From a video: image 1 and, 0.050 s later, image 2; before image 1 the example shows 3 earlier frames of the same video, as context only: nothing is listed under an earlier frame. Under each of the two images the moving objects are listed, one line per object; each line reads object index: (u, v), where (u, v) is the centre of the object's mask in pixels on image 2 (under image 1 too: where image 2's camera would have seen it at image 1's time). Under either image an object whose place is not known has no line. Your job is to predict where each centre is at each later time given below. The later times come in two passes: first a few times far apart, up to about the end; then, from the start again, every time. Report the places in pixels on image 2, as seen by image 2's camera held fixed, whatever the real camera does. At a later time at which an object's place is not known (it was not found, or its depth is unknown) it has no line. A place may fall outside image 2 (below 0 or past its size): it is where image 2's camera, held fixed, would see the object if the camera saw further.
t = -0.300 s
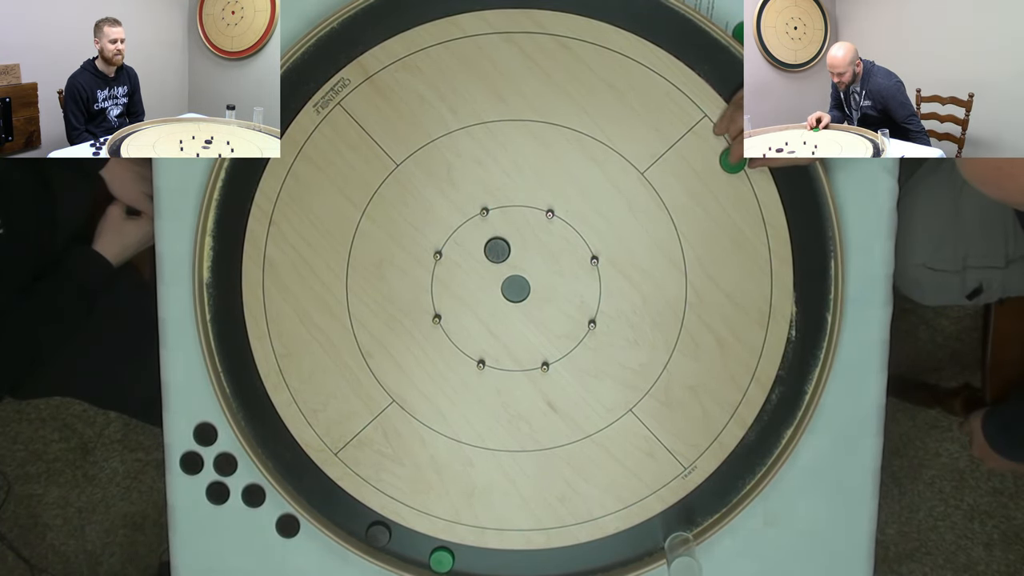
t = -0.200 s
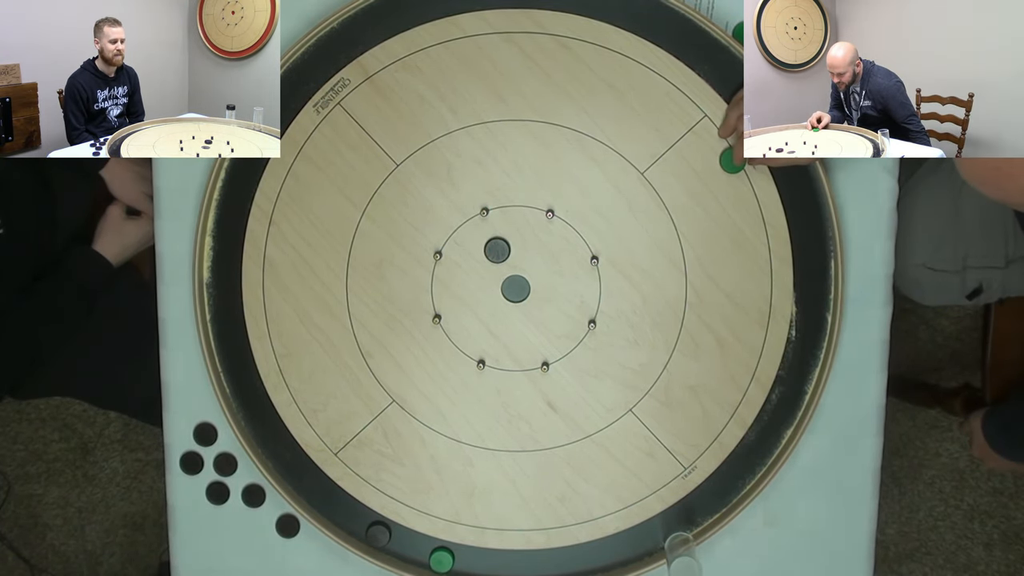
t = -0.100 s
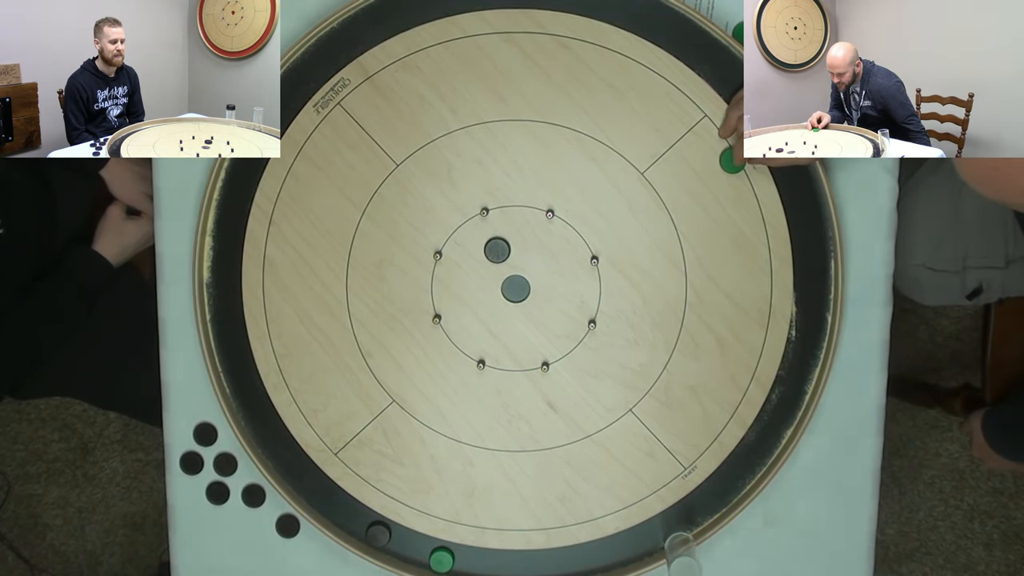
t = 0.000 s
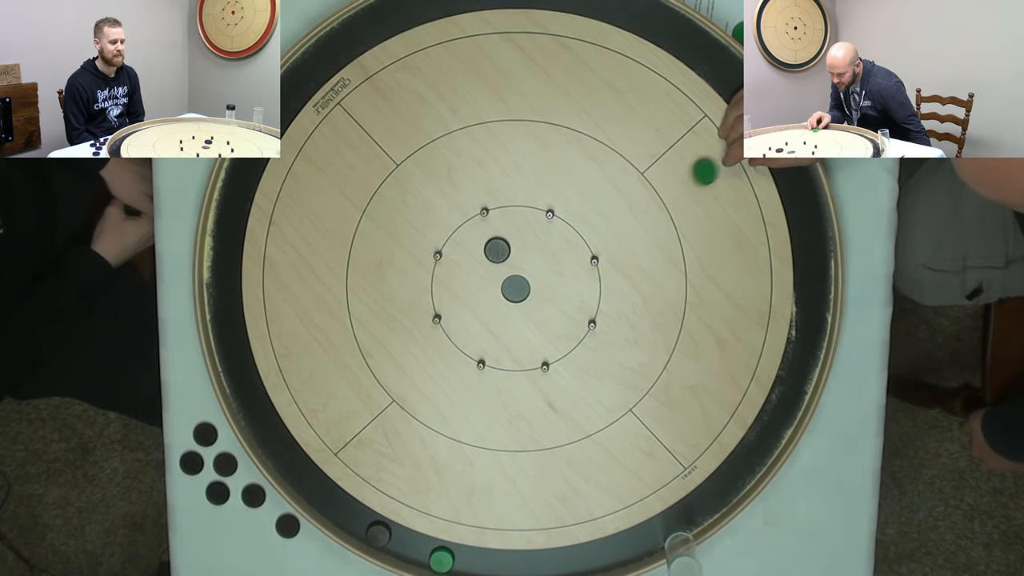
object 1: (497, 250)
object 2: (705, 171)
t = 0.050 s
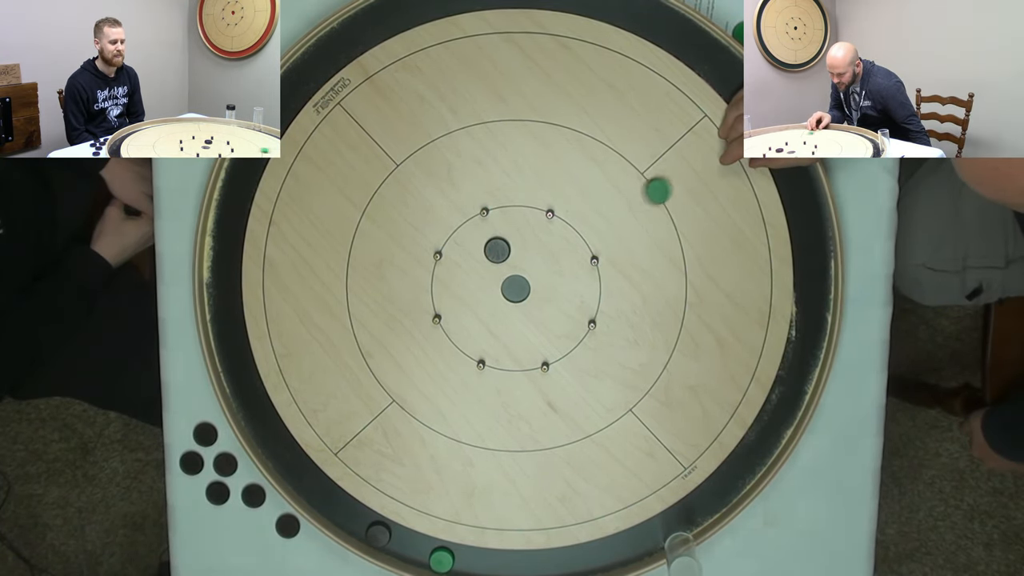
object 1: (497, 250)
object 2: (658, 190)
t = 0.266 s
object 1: (457, 269)
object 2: (517, 251)
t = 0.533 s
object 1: (519, 361)
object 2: (497, 270)
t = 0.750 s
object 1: (541, 392)
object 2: (494, 272)
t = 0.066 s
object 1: (497, 249)
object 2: (641, 197)
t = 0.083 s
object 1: (497, 250)
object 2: (626, 203)
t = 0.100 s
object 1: (497, 249)
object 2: (610, 209)
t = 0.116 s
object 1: (497, 250)
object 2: (595, 215)
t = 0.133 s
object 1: (497, 250)
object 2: (580, 221)
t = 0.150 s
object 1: (497, 249)
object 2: (565, 227)
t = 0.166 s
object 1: (497, 249)
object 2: (550, 233)
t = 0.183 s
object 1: (497, 250)
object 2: (535, 239)
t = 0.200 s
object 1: (494, 250)
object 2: (523, 244)
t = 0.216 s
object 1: (481, 254)
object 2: (521, 246)
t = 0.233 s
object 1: (468, 258)
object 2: (519, 248)
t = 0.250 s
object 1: (456, 262)
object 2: (518, 250)
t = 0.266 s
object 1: (457, 269)
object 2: (517, 251)
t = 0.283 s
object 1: (462, 277)
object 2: (515, 253)
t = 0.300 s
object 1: (467, 284)
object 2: (514, 255)
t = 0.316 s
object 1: (472, 292)
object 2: (512, 256)
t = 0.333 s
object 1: (477, 299)
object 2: (511, 258)
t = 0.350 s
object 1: (481, 305)
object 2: (509, 259)
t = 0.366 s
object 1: (485, 312)
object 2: (508, 261)
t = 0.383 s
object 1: (489, 318)
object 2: (506, 262)
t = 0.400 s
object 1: (493, 324)
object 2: (505, 263)
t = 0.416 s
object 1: (497, 329)
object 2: (504, 264)
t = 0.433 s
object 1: (501, 334)
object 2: (503, 265)
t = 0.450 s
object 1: (504, 340)
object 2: (502, 266)
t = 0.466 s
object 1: (507, 345)
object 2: (501, 267)
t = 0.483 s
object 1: (510, 349)
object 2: (500, 268)
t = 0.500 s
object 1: (513, 353)
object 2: (499, 269)
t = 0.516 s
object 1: (516, 357)
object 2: (498, 269)
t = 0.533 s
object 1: (519, 361)
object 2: (497, 270)
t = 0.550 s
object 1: (521, 365)
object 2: (497, 270)
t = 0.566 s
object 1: (524, 368)
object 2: (496, 271)
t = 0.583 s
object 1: (526, 372)
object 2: (495, 271)
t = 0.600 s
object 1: (528, 374)
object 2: (495, 271)
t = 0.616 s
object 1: (530, 377)
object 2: (494, 271)
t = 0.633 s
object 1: (531, 380)
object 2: (494, 271)
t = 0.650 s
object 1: (533, 383)
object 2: (494, 272)
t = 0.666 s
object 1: (535, 384)
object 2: (494, 272)
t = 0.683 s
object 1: (537, 386)
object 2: (494, 272)
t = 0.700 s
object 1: (538, 388)
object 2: (494, 272)
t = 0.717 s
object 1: (539, 390)
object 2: (494, 272)
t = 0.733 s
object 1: (540, 391)
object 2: (494, 272)
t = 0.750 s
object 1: (541, 392)
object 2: (494, 272)
